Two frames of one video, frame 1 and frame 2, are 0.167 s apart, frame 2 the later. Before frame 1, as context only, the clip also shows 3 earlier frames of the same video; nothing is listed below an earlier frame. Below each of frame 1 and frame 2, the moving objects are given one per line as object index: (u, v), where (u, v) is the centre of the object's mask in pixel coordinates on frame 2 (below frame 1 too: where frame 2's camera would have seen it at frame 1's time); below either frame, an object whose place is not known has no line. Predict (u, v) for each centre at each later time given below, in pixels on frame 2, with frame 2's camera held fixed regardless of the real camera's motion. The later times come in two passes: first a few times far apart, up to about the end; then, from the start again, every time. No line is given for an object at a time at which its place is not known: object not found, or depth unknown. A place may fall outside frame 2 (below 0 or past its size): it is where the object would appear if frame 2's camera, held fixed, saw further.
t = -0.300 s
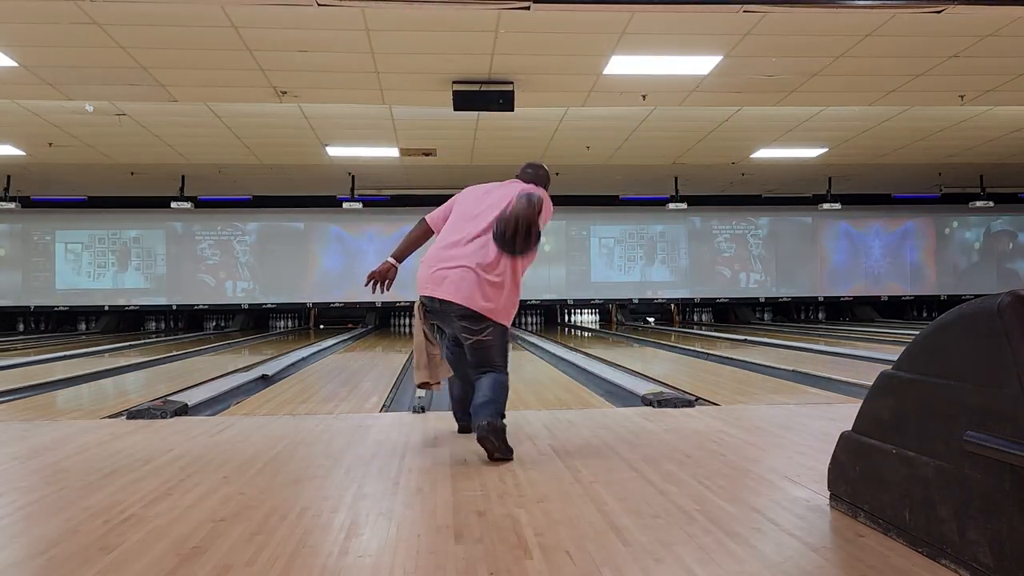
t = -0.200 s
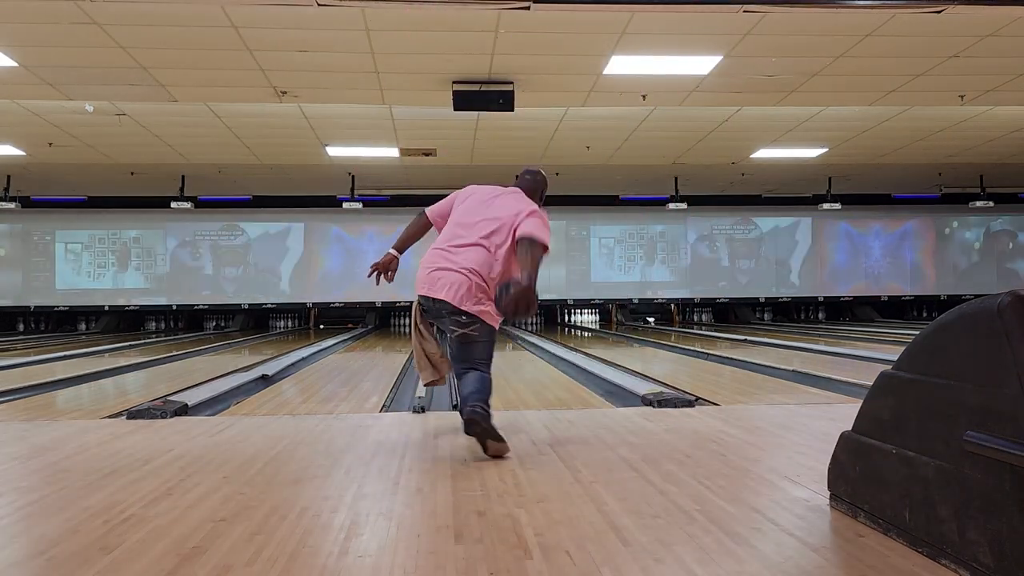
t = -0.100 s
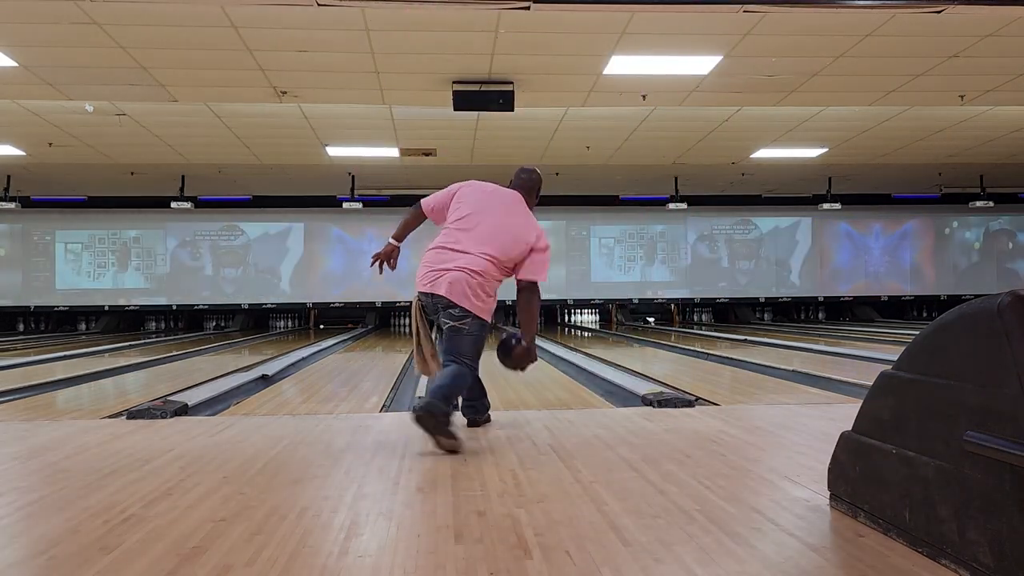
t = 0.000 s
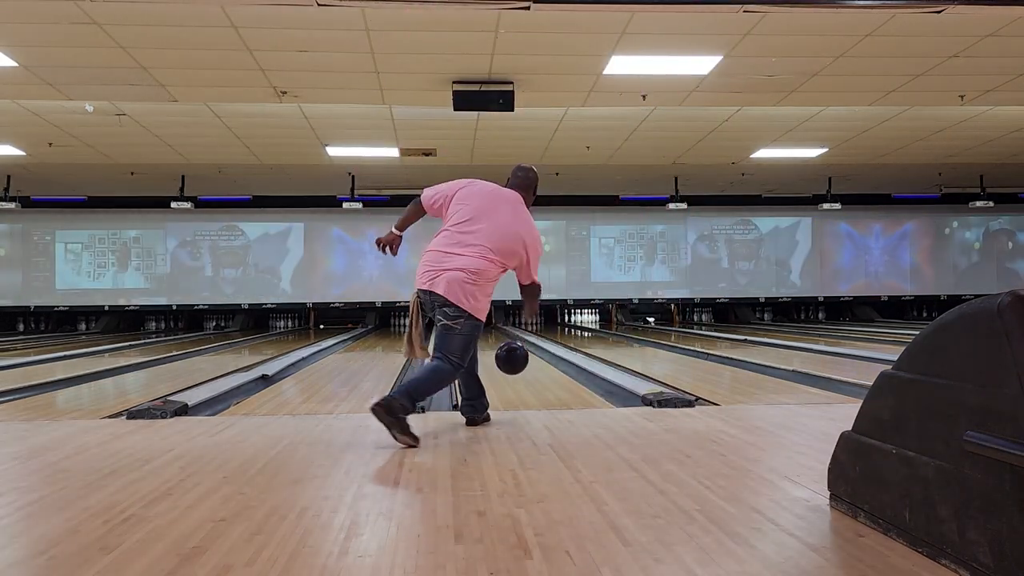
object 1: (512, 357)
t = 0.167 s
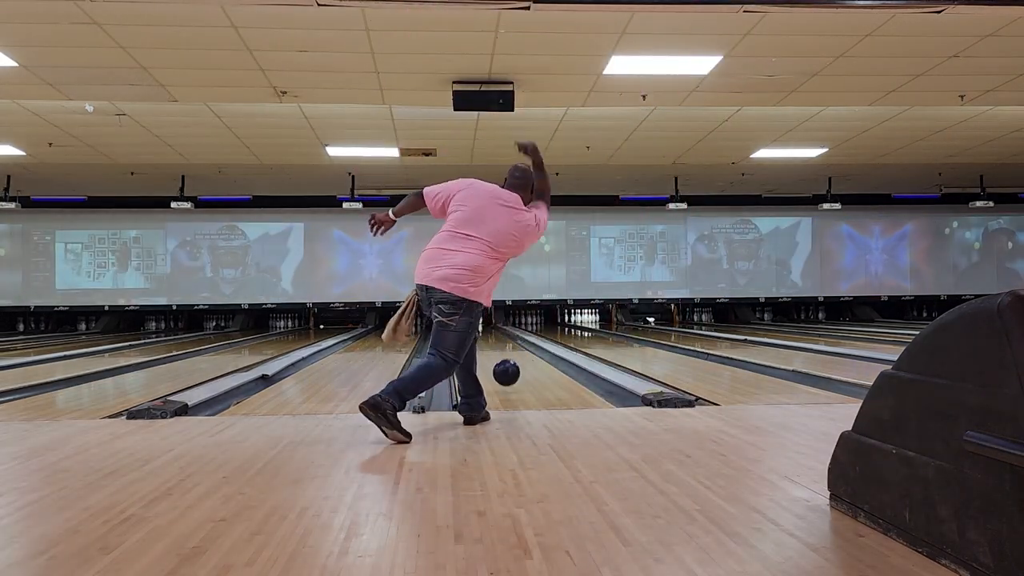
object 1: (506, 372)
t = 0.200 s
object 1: (505, 375)
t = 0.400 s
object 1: (502, 359)
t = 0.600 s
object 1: (499, 350)
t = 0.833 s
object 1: (494, 343)
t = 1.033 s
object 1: (492, 338)
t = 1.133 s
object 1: (492, 336)
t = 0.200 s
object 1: (505, 375)
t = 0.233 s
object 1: (504, 371)
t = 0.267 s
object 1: (504, 368)
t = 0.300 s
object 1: (503, 367)
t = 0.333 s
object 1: (503, 363)
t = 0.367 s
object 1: (502, 360)
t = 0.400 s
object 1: (502, 359)
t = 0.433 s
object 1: (501, 357)
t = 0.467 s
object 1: (501, 355)
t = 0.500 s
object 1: (500, 354)
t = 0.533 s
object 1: (500, 353)
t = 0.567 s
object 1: (499, 351)
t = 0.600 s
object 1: (499, 350)
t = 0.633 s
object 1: (499, 349)
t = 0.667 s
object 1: (498, 348)
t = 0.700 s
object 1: (498, 347)
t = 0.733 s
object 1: (498, 346)
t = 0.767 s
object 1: (497, 345)
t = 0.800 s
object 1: (495, 344)
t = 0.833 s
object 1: (494, 343)
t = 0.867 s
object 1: (494, 342)
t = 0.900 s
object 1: (493, 341)
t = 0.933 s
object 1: (492, 340)
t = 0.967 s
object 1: (492, 339)
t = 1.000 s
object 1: (492, 339)
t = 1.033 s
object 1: (492, 338)
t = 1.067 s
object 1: (492, 337)
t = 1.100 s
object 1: (492, 337)
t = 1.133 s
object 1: (492, 336)
